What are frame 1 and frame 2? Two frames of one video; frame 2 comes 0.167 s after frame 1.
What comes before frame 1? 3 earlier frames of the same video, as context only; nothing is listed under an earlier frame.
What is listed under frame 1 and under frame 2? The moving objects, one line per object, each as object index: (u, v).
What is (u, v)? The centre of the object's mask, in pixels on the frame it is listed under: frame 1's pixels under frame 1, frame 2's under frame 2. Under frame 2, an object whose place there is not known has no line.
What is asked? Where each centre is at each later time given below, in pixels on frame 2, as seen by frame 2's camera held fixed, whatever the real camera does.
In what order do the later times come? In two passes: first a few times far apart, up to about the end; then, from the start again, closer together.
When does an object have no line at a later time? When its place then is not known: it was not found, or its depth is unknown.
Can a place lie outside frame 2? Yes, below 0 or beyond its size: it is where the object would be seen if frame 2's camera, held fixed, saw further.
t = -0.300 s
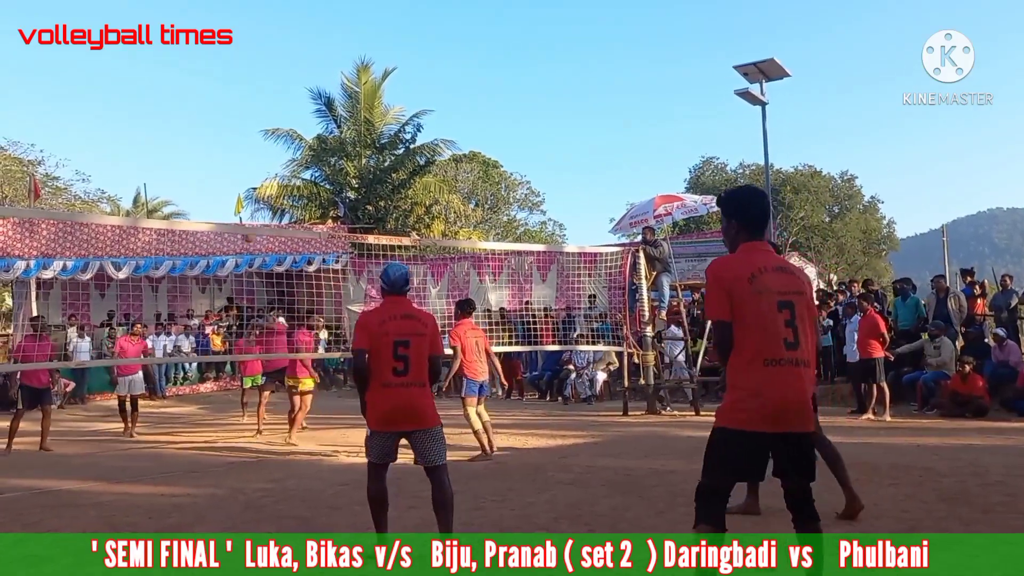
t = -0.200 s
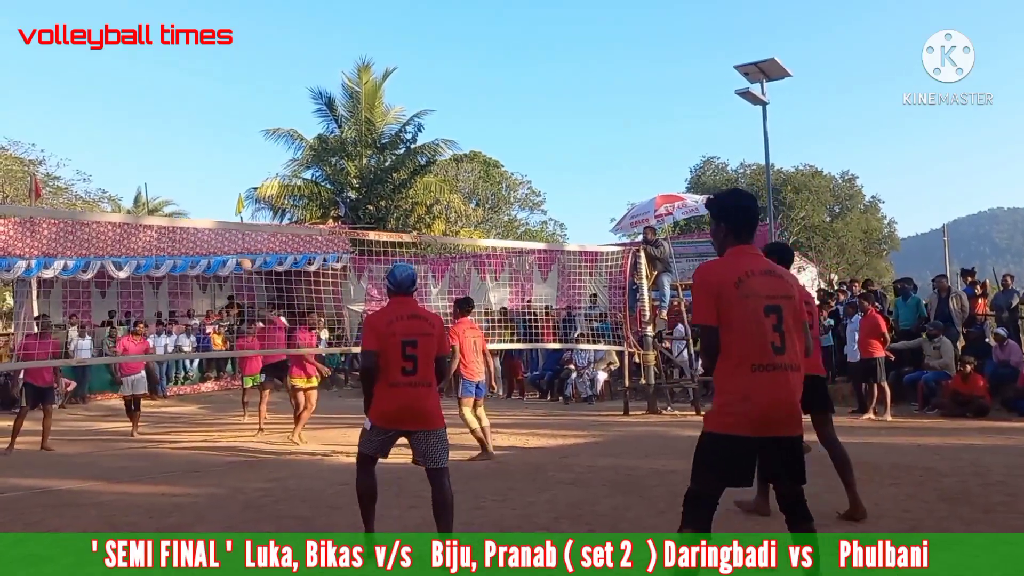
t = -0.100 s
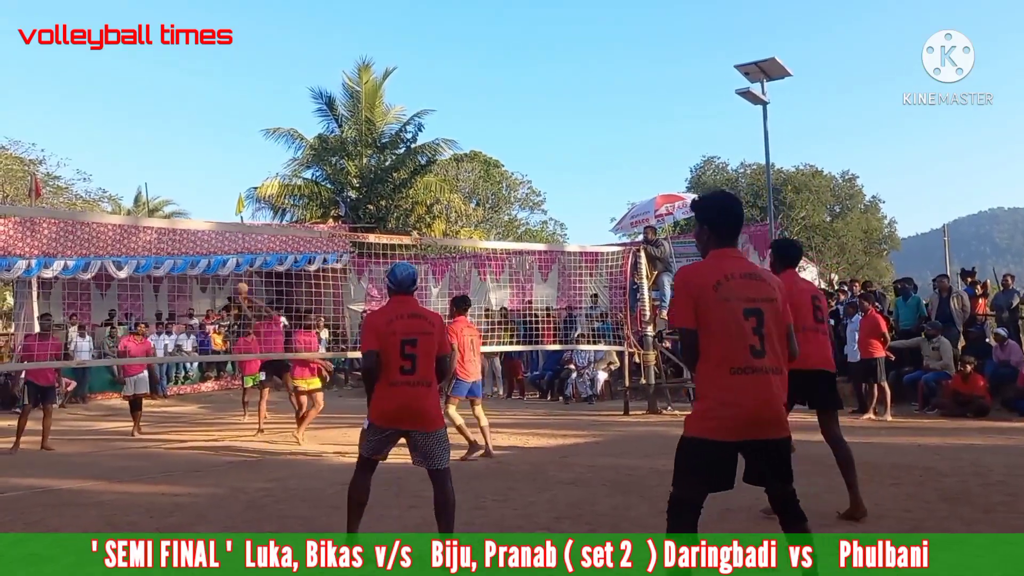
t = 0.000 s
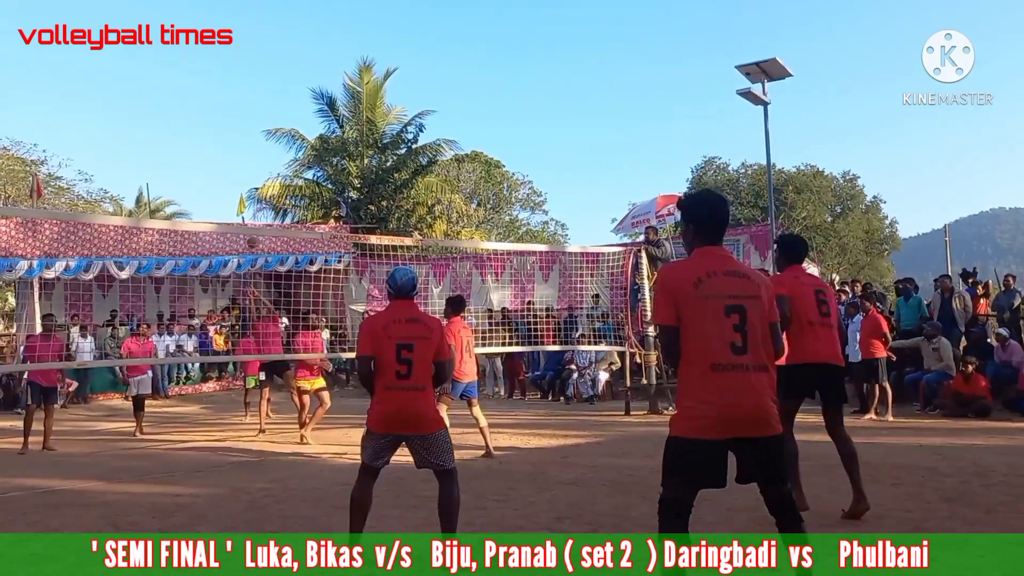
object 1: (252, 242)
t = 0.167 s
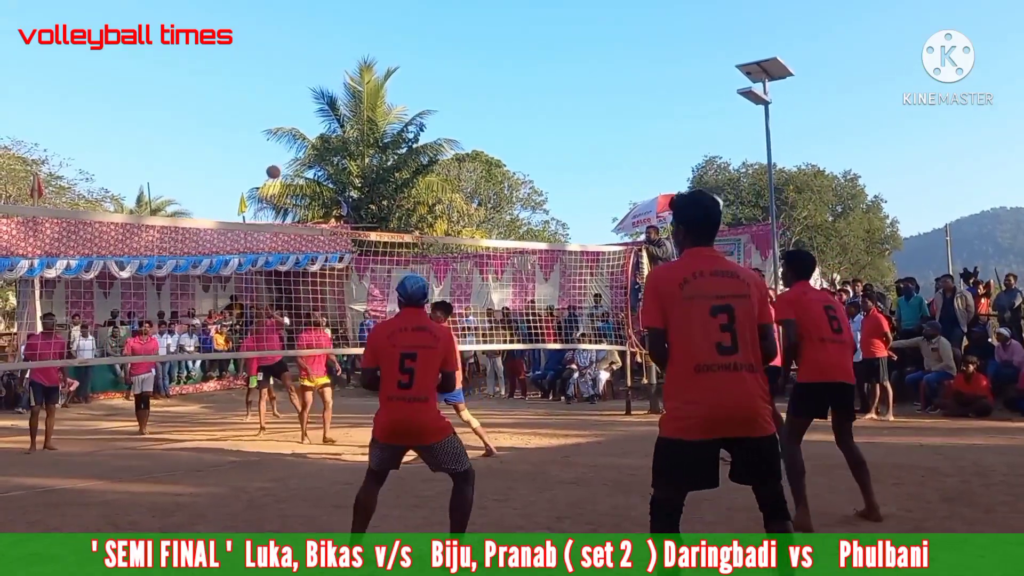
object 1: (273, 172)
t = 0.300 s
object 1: (292, 123)
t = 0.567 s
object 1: (343, 58)
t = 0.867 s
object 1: (434, 68)
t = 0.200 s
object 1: (277, 159)
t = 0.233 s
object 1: (282, 146)
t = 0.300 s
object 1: (292, 123)
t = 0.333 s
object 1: (298, 112)
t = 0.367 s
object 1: (304, 102)
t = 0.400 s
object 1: (309, 93)
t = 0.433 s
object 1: (316, 84)
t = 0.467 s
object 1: (322, 76)
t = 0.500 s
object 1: (329, 69)
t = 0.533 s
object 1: (336, 63)
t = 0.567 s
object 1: (343, 58)
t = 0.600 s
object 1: (351, 53)
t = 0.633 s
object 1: (359, 50)
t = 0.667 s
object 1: (367, 48)
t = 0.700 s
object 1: (377, 47)
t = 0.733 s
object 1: (387, 48)
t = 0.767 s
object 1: (397, 50)
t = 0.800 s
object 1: (409, 54)
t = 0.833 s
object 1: (421, 60)
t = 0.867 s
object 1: (434, 68)
